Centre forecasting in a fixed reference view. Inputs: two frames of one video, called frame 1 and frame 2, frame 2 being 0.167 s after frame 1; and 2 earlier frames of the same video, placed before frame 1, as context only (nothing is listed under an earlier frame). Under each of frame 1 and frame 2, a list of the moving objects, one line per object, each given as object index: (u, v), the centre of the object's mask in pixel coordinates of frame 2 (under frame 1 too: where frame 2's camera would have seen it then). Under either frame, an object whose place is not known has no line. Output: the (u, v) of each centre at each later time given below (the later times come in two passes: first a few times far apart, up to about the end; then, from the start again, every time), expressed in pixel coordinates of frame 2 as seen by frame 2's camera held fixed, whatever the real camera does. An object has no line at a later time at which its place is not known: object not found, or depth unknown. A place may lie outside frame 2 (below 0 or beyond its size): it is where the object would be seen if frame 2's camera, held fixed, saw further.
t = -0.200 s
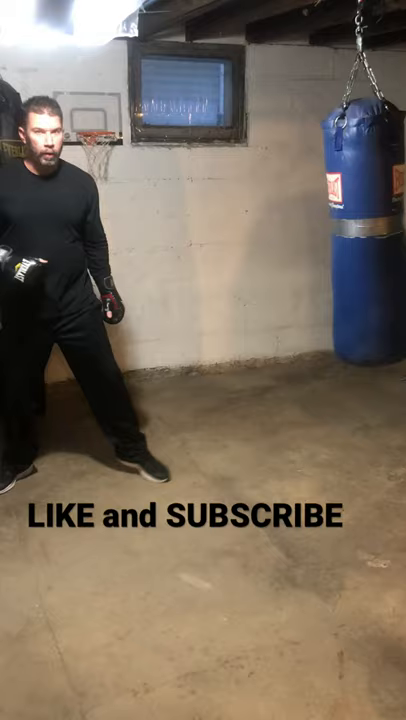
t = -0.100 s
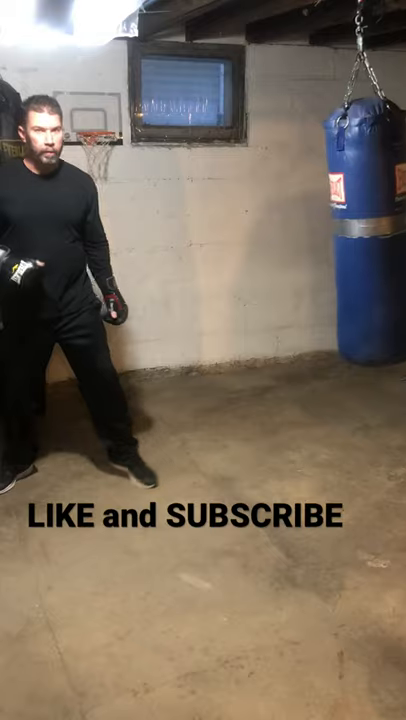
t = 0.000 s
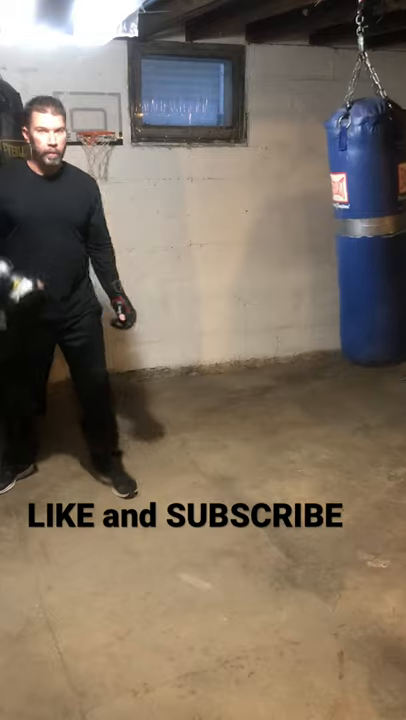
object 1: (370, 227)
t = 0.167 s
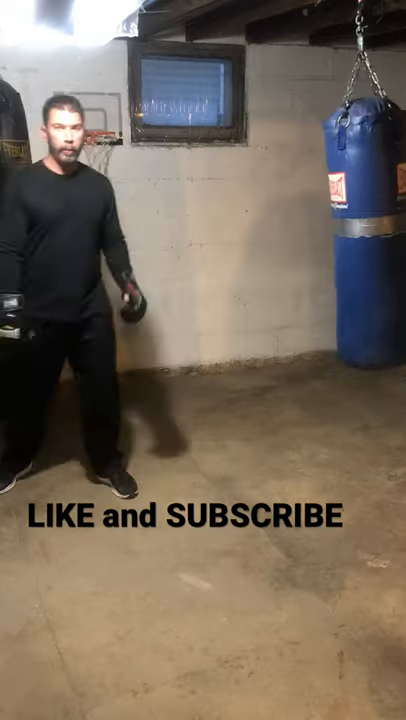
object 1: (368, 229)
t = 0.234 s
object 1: (367, 231)
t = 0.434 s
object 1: (353, 236)
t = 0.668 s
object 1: (330, 235)
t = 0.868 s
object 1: (314, 233)
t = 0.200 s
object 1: (368, 230)
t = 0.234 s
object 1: (367, 231)
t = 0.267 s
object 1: (365, 232)
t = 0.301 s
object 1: (363, 233)
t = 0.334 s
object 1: (361, 235)
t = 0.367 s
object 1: (359, 236)
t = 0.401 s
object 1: (356, 236)
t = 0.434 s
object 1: (353, 236)
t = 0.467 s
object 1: (350, 236)
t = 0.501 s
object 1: (346, 236)
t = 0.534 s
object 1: (343, 236)
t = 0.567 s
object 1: (340, 236)
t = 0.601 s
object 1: (336, 235)
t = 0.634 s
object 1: (333, 235)
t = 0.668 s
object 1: (330, 235)
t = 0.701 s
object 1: (327, 235)
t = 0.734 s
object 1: (324, 234)
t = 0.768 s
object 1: (321, 234)
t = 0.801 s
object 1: (318, 234)
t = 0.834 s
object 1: (316, 233)
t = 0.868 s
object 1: (314, 233)
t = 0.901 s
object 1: (312, 233)
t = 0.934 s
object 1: (311, 232)
